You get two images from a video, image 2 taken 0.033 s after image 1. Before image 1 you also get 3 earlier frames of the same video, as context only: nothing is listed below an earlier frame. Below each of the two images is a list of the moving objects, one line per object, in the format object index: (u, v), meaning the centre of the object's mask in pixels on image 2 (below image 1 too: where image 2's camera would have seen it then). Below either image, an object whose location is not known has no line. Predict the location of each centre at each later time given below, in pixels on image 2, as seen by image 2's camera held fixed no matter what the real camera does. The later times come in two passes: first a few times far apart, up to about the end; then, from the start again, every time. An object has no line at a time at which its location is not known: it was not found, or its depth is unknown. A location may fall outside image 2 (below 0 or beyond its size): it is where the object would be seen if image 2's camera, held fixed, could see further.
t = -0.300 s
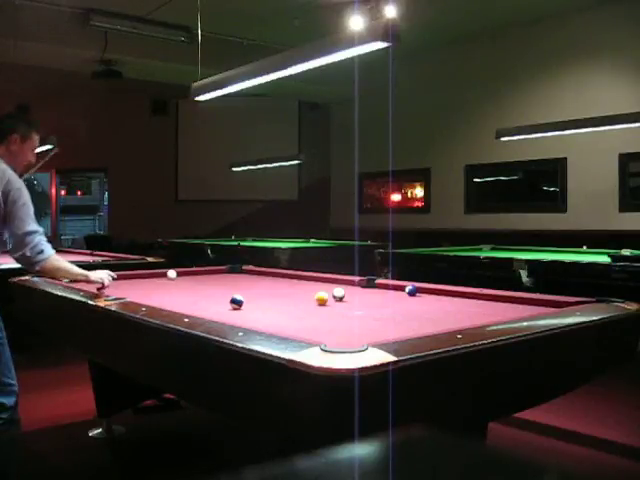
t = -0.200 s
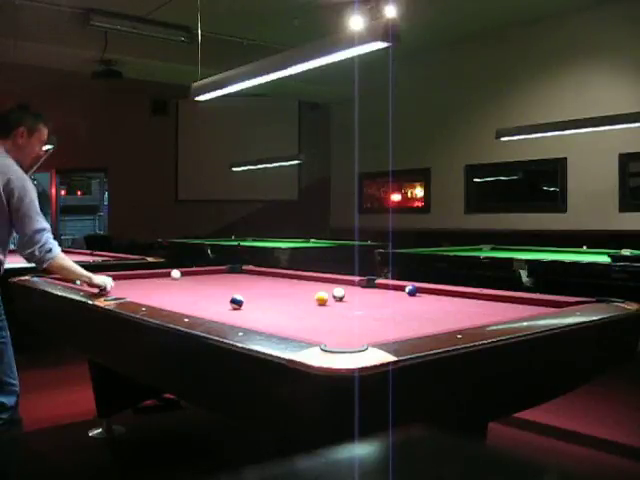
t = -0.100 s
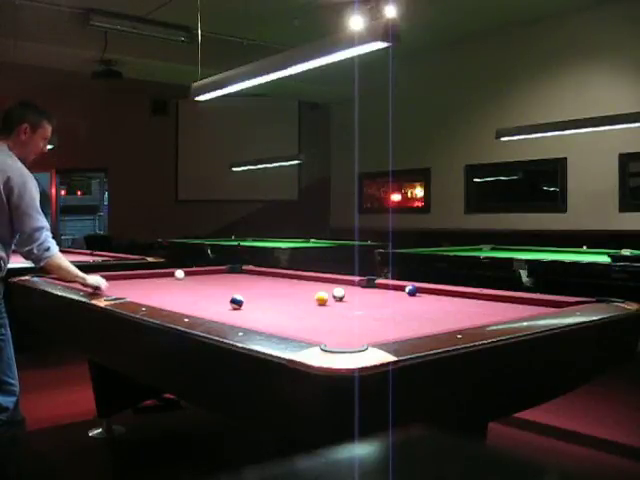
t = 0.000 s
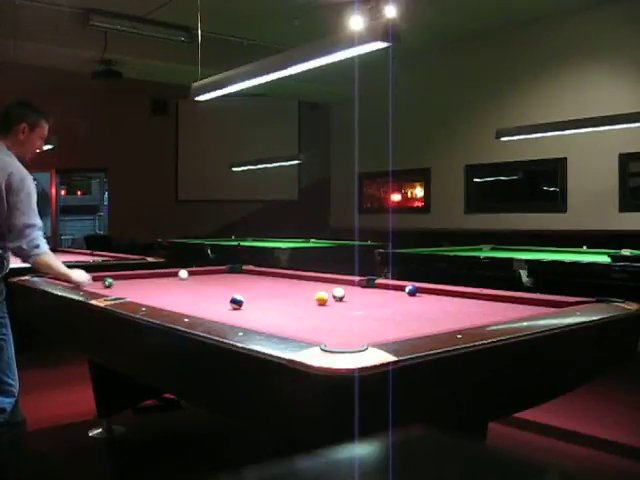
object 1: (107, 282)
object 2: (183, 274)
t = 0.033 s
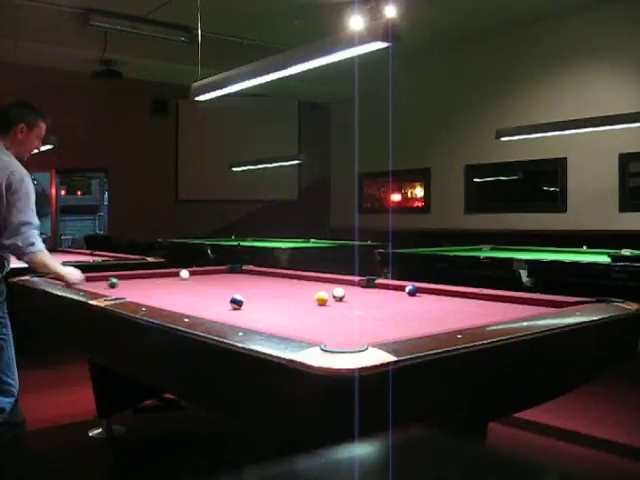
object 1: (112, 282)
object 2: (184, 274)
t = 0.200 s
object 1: (136, 282)
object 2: (189, 274)
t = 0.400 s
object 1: (165, 282)
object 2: (196, 274)
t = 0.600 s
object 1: (193, 282)
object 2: (202, 274)
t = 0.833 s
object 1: (226, 283)
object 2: (208, 274)
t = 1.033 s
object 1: (253, 283)
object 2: (213, 274)
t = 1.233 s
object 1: (280, 282)
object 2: (217, 274)
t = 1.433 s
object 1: (306, 282)
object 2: (221, 274)
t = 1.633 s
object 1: (331, 282)
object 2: (224, 274)
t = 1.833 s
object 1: (356, 282)
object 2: (226, 274)
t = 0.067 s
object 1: (117, 282)
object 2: (185, 274)
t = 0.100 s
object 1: (122, 282)
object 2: (186, 274)
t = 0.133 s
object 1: (127, 282)
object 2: (187, 274)
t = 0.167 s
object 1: (131, 282)
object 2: (188, 274)
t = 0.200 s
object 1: (136, 282)
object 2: (189, 274)
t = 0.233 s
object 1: (141, 282)
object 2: (191, 274)
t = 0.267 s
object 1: (146, 282)
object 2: (192, 274)
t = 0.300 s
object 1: (151, 282)
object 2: (193, 274)
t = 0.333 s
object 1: (156, 282)
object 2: (194, 274)
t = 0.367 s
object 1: (160, 282)
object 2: (195, 274)
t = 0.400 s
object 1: (165, 282)
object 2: (196, 274)
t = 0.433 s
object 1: (170, 282)
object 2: (197, 274)
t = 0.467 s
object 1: (174, 282)
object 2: (198, 274)
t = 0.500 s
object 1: (179, 282)
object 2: (199, 274)
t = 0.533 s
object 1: (184, 282)
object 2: (200, 274)
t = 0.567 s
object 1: (188, 283)
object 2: (201, 274)
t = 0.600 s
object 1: (193, 282)
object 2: (202, 274)
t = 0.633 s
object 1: (198, 283)
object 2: (203, 274)
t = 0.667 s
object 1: (202, 282)
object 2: (204, 274)
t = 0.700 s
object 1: (207, 282)
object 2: (205, 273)
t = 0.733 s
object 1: (212, 282)
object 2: (205, 274)
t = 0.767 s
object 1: (217, 282)
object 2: (207, 274)
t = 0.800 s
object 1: (221, 283)
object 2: (207, 274)
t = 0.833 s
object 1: (226, 283)
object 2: (208, 274)
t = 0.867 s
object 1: (230, 283)
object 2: (209, 274)
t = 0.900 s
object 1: (234, 283)
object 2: (210, 274)
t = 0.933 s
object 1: (239, 282)
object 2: (211, 274)
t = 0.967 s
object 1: (244, 282)
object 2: (211, 274)
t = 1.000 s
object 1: (249, 283)
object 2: (212, 274)
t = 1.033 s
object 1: (253, 283)
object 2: (213, 274)
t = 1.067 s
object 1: (258, 283)
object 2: (214, 274)
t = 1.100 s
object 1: (262, 283)
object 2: (214, 274)
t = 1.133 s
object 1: (266, 283)
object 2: (215, 274)
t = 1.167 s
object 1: (270, 282)
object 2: (216, 274)
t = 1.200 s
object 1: (276, 282)
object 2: (216, 274)
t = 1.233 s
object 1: (280, 282)
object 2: (217, 274)
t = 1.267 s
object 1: (284, 283)
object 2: (218, 274)
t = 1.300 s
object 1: (288, 283)
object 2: (218, 274)
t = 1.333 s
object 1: (293, 282)
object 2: (219, 274)
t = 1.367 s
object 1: (297, 282)
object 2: (220, 274)
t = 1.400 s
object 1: (301, 282)
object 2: (220, 274)
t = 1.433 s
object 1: (306, 282)
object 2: (221, 274)
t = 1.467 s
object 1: (310, 282)
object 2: (221, 274)
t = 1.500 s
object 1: (315, 282)
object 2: (222, 274)
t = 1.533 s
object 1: (319, 282)
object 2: (222, 274)
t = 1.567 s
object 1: (323, 282)
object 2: (223, 274)
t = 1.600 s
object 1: (327, 282)
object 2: (223, 274)
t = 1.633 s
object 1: (331, 282)
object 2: (224, 274)
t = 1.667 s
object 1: (334, 282)
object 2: (224, 274)
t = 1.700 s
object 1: (339, 282)
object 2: (224, 274)
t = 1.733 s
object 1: (343, 282)
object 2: (225, 274)
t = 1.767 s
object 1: (347, 282)
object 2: (225, 274)
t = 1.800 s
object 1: (352, 283)
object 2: (225, 274)
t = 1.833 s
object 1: (356, 282)
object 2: (226, 274)
